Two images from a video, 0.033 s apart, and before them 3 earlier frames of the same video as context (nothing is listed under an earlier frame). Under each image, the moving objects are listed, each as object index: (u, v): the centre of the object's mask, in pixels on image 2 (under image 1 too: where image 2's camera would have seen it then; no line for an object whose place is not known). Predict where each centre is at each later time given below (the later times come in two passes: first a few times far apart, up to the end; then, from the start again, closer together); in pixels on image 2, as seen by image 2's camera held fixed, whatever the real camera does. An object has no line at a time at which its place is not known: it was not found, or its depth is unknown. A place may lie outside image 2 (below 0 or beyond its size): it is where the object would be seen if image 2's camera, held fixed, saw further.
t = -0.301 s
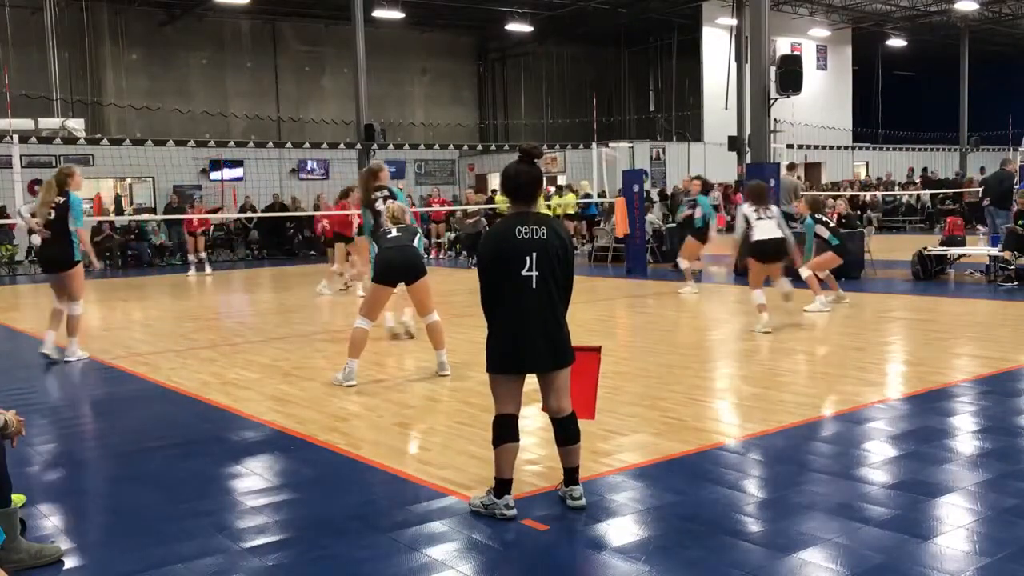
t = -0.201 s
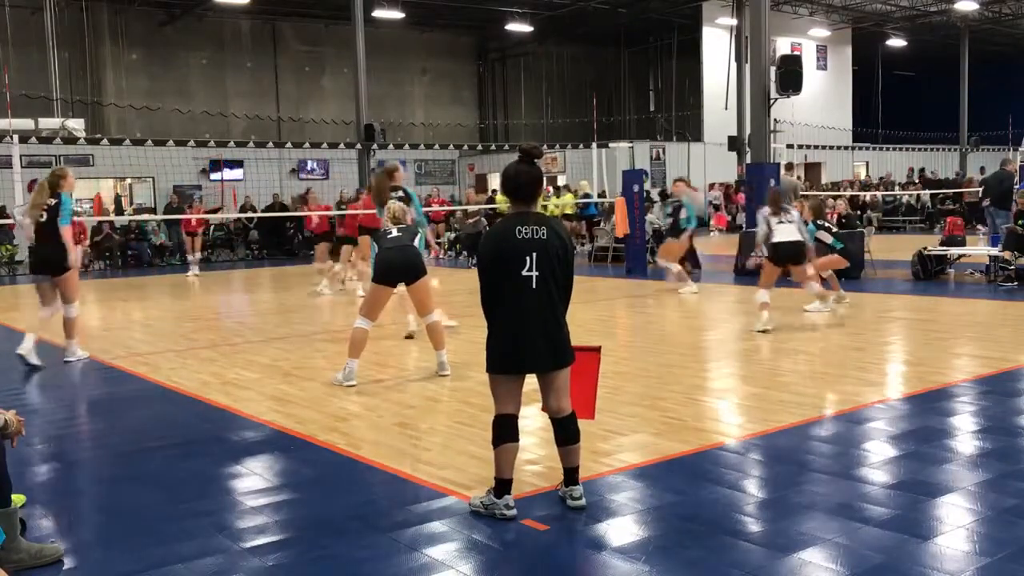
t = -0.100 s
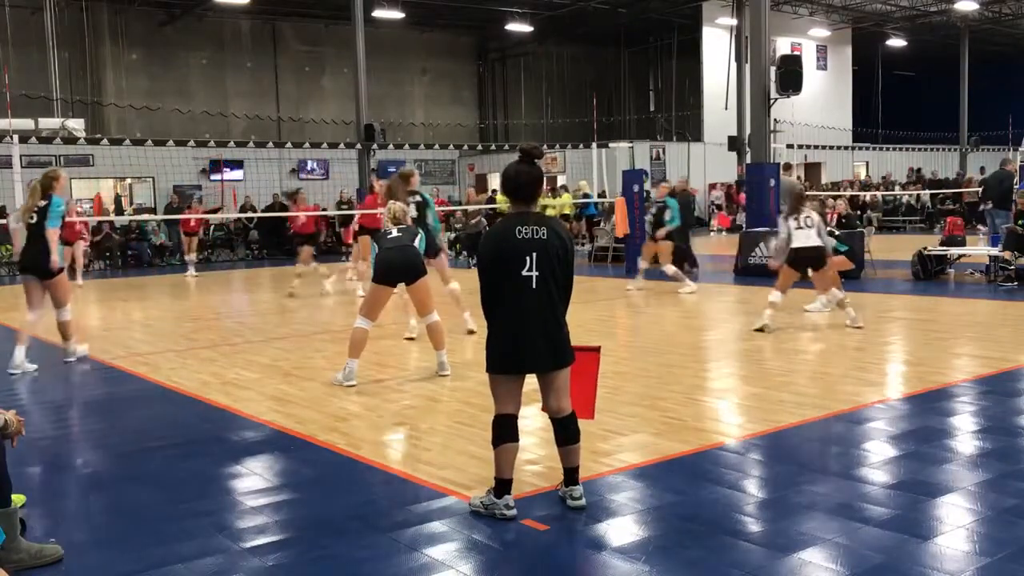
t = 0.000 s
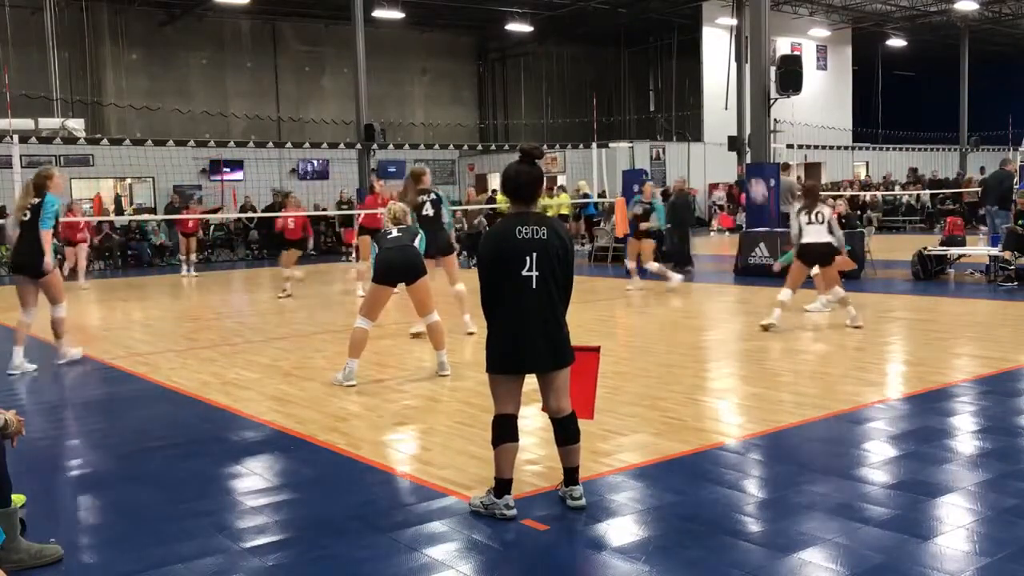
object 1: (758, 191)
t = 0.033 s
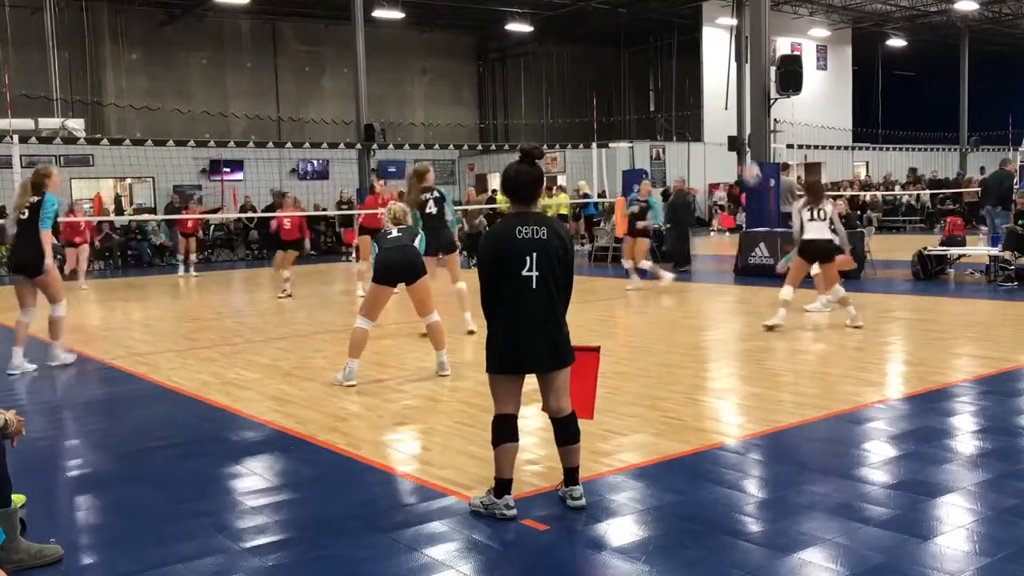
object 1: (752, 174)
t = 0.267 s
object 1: (707, 74)
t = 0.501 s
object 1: (668, 19)
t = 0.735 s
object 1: (630, 10)
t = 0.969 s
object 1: (592, 49)
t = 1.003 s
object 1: (586, 58)
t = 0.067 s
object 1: (745, 156)
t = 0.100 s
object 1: (736, 142)
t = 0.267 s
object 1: (707, 74)
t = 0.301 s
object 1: (700, 64)
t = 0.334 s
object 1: (695, 53)
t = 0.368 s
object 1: (691, 46)
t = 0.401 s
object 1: (685, 37)
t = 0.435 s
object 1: (679, 31)
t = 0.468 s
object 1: (673, 25)
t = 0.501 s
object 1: (668, 19)
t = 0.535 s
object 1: (662, 15)
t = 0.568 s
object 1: (657, 13)
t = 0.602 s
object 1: (651, 10)
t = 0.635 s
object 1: (645, 9)
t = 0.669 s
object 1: (640, 9)
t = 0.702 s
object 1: (635, 9)
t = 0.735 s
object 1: (630, 10)
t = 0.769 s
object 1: (623, 14)
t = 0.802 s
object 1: (618, 17)
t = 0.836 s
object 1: (613, 21)
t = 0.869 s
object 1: (608, 27)
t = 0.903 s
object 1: (602, 34)
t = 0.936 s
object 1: (597, 41)
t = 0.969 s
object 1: (592, 49)
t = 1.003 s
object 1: (586, 58)
